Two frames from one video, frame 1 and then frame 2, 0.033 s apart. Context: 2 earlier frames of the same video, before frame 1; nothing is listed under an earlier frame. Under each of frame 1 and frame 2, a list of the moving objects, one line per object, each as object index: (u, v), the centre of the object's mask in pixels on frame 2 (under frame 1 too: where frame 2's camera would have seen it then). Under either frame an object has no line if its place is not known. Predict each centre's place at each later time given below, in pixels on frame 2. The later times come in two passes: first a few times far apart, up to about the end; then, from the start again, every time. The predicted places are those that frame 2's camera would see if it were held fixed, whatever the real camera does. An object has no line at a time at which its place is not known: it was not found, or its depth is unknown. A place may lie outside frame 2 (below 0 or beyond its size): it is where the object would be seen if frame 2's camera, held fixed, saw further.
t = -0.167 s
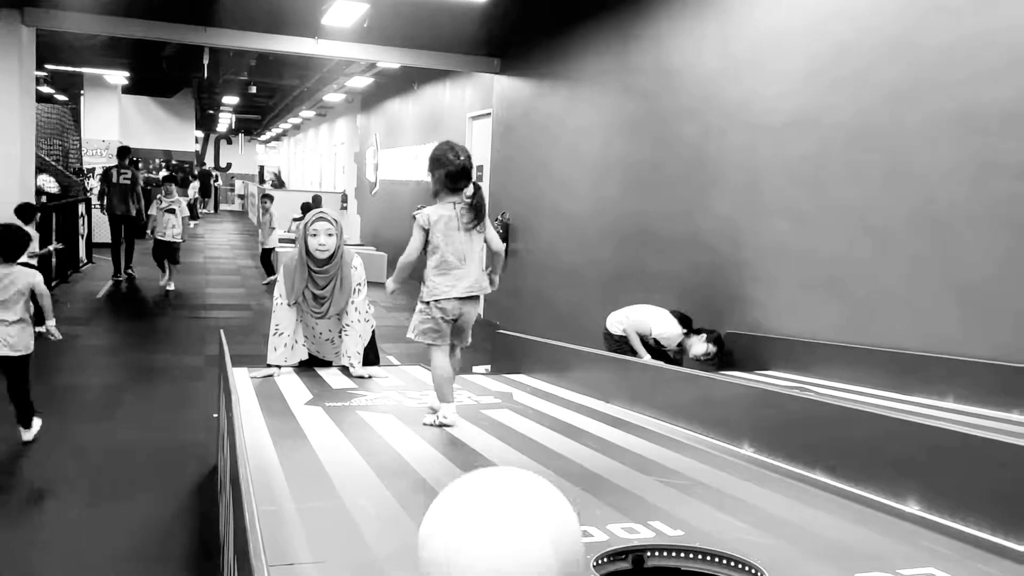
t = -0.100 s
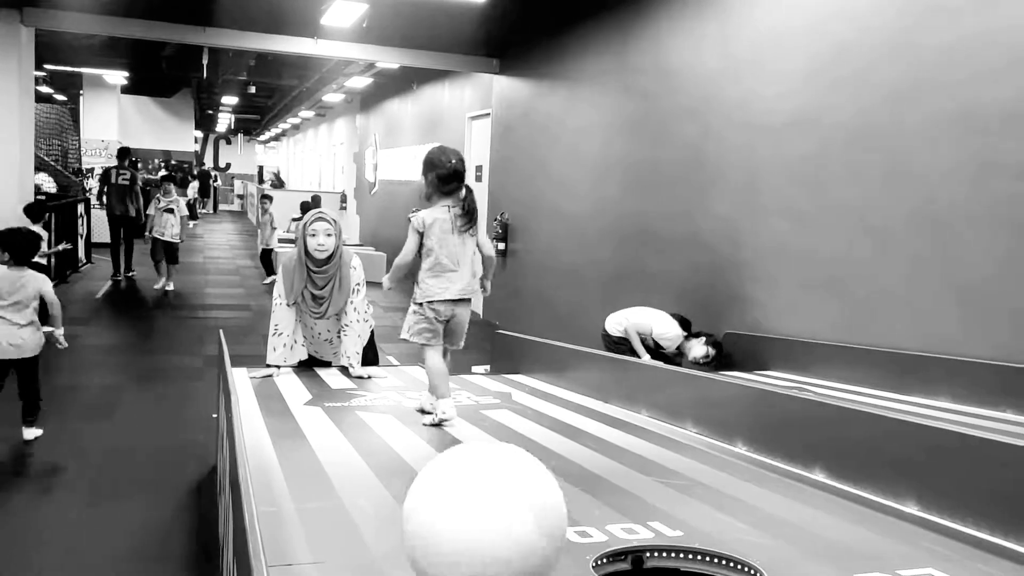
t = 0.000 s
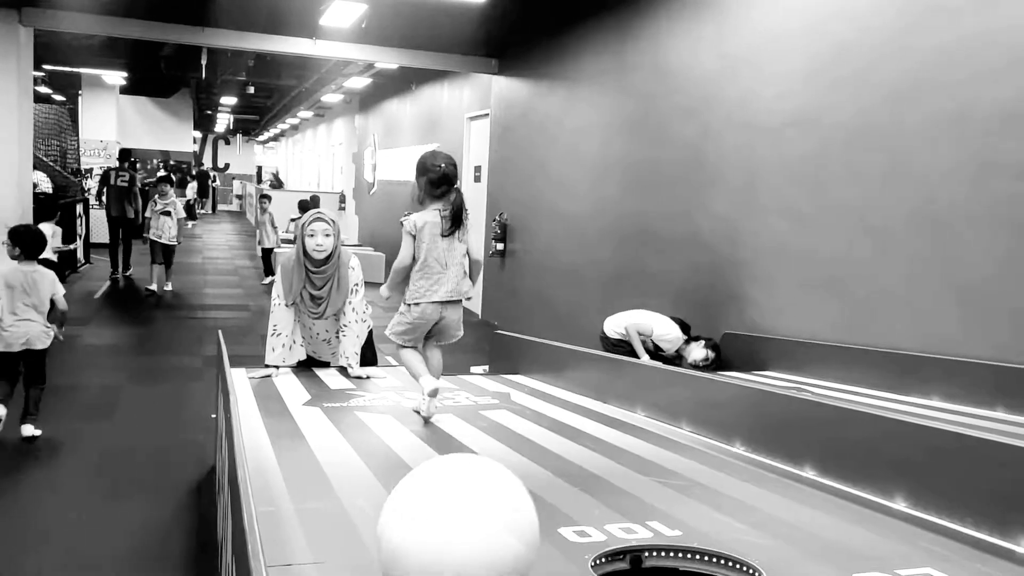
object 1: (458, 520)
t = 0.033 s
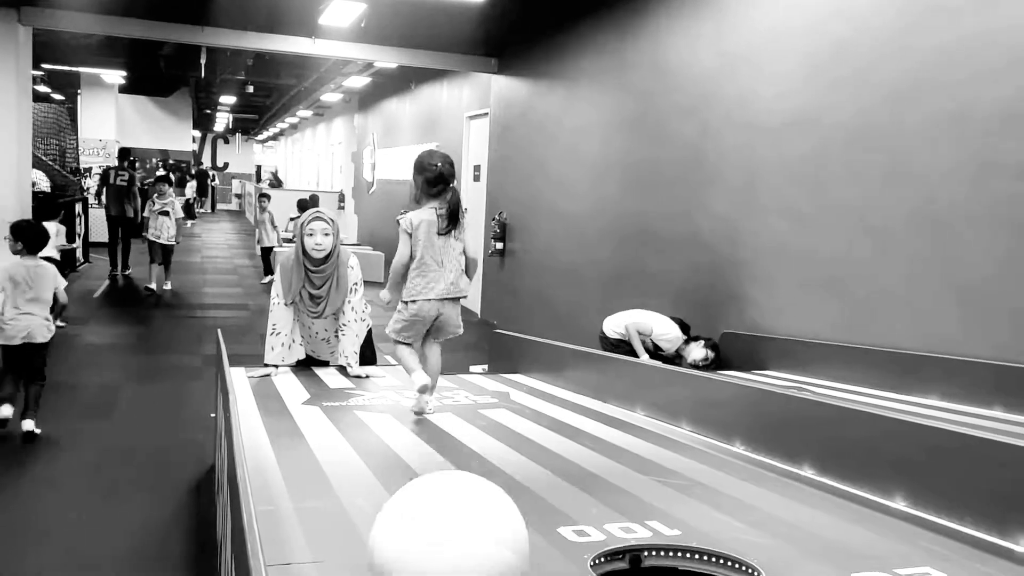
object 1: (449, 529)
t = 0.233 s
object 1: (398, 522)
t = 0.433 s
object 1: (358, 516)
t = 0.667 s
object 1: (316, 499)
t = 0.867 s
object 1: (312, 480)
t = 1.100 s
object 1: (322, 463)
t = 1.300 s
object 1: (331, 446)
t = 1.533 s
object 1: (341, 429)
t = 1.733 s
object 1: (348, 416)
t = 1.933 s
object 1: (354, 403)
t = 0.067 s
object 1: (441, 523)
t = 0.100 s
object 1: (432, 519)
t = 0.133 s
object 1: (424, 518)
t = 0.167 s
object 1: (413, 521)
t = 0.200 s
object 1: (406, 527)
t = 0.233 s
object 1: (398, 522)
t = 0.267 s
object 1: (390, 519)
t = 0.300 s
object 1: (384, 522)
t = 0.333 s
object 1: (377, 522)
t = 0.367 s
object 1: (371, 516)
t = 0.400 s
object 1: (365, 518)
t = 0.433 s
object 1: (358, 516)
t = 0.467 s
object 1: (351, 513)
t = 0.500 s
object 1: (345, 513)
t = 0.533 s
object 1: (339, 507)
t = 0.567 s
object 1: (333, 507)
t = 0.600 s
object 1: (328, 502)
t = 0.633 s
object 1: (320, 502)
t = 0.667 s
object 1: (316, 499)
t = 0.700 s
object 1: (312, 495)
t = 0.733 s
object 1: (308, 491)
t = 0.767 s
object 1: (309, 490)
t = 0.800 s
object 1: (309, 487)
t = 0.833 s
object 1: (310, 485)
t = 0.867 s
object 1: (312, 480)
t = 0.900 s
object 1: (313, 477)
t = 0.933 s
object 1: (315, 475)
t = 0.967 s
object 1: (316, 472)
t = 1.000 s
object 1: (318, 470)
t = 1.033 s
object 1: (319, 468)
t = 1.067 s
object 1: (321, 465)
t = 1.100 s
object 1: (322, 463)
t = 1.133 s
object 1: (324, 460)
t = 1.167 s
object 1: (325, 457)
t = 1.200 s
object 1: (327, 454)
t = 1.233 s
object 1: (328, 451)
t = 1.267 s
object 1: (329, 449)
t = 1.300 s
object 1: (331, 446)
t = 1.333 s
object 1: (333, 444)
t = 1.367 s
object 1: (334, 441)
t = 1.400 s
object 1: (335, 439)
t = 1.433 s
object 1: (337, 436)
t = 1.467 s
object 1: (338, 434)
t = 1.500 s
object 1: (339, 432)
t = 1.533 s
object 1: (341, 429)
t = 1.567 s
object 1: (342, 427)
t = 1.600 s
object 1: (343, 424)
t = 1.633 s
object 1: (344, 422)
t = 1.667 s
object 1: (346, 420)
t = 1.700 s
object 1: (347, 418)
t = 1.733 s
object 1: (348, 416)
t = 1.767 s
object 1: (349, 414)
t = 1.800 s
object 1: (350, 412)
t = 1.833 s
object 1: (351, 410)
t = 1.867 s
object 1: (352, 408)
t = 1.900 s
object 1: (353, 405)
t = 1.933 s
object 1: (354, 403)
